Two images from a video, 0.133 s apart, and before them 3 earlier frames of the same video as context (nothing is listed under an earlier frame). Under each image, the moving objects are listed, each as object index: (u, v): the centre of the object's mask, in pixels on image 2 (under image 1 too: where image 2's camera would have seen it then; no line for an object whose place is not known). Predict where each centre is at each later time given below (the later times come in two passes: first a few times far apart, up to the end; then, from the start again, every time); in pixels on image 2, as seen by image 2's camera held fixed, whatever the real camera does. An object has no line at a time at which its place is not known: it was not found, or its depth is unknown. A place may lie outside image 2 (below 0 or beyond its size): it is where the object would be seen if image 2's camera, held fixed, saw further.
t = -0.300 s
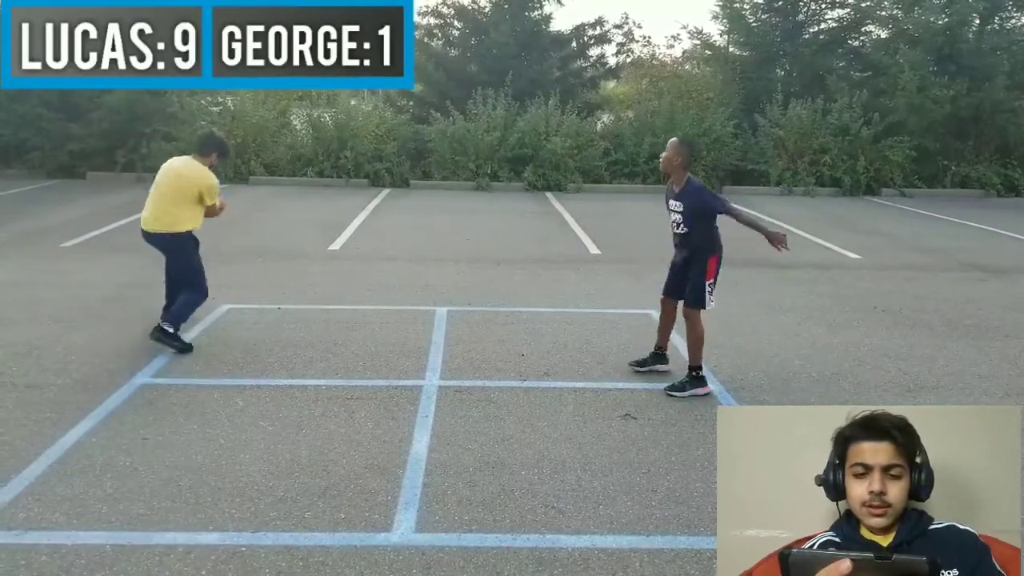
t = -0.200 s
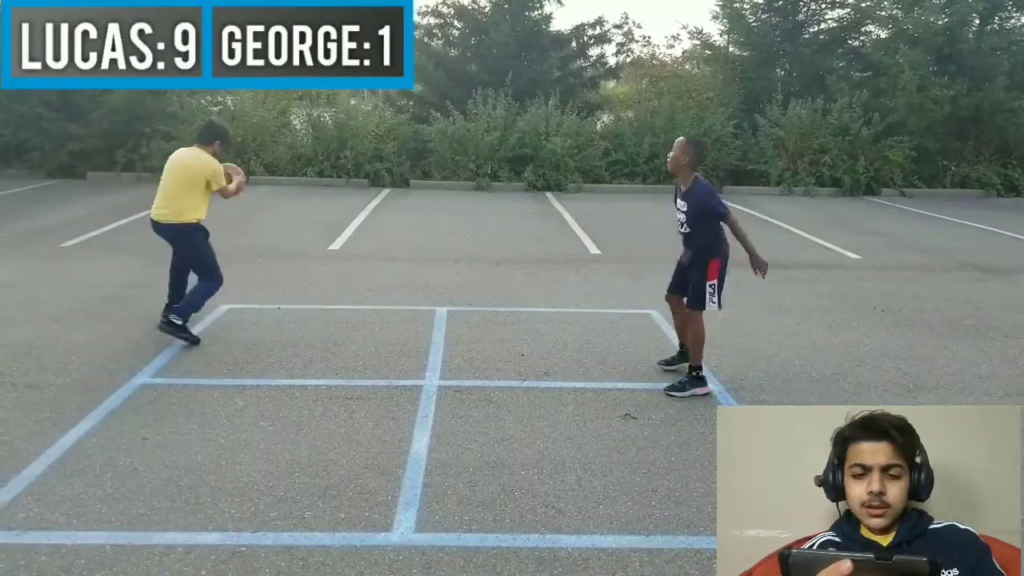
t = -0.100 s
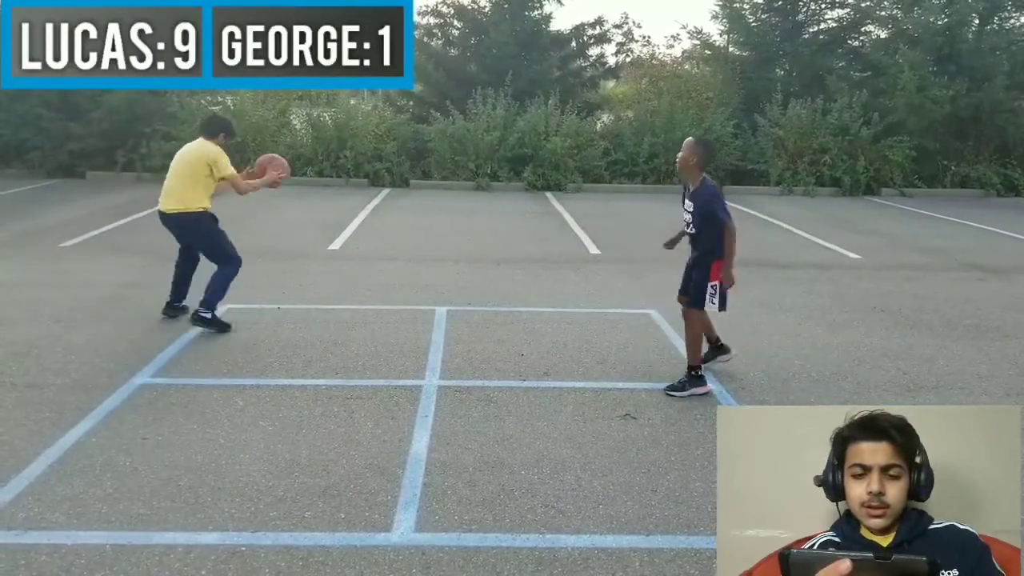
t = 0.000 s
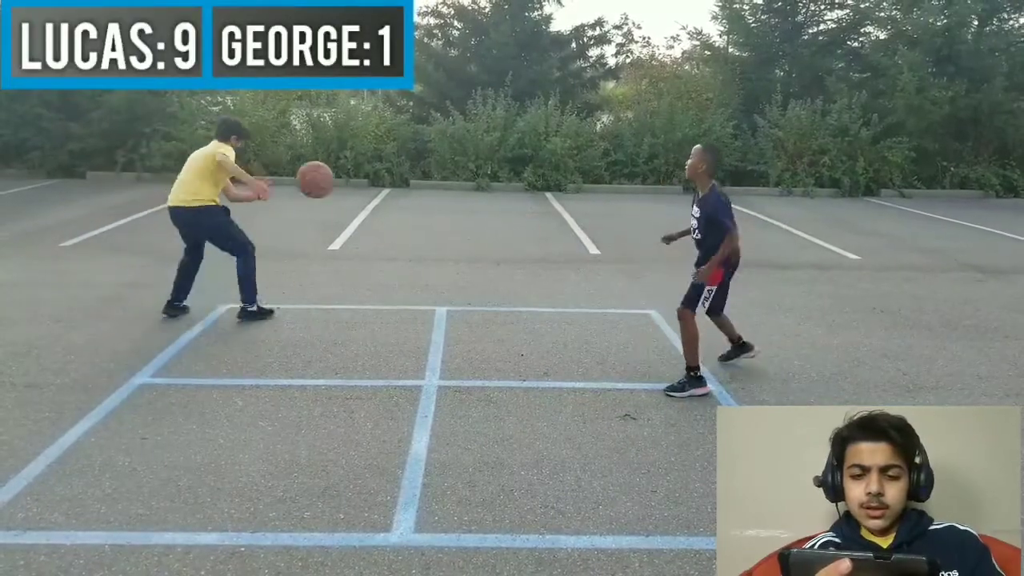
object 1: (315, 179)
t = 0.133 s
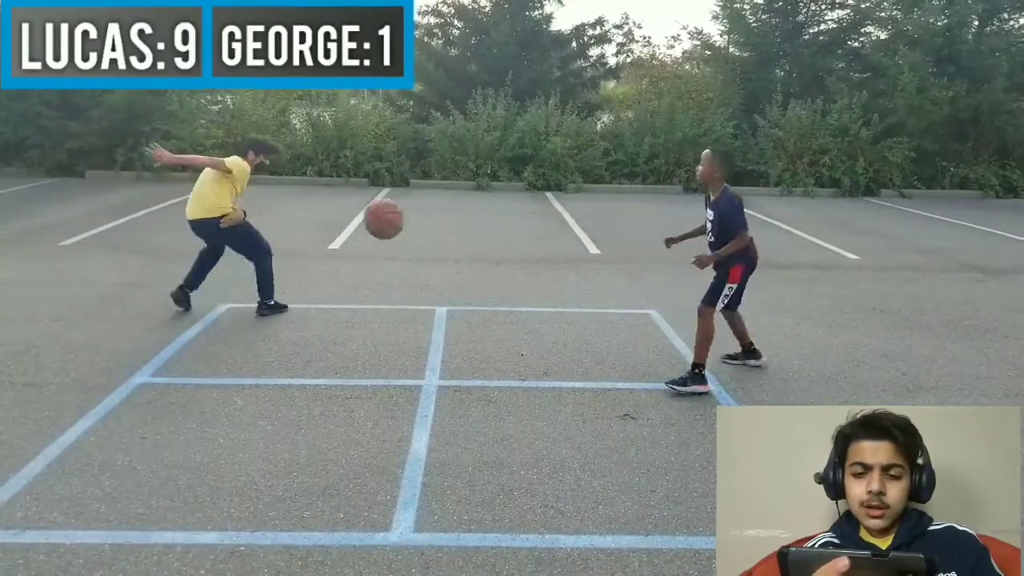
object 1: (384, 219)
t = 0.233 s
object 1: (444, 276)
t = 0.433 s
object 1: (572, 362)
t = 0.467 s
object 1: (589, 348)
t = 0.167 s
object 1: (403, 235)
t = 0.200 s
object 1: (423, 254)
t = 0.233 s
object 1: (444, 276)
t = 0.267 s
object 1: (467, 301)
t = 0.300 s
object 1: (491, 330)
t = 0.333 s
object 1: (515, 361)
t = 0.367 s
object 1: (540, 394)
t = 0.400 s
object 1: (555, 377)
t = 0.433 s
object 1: (572, 362)
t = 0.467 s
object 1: (589, 348)
